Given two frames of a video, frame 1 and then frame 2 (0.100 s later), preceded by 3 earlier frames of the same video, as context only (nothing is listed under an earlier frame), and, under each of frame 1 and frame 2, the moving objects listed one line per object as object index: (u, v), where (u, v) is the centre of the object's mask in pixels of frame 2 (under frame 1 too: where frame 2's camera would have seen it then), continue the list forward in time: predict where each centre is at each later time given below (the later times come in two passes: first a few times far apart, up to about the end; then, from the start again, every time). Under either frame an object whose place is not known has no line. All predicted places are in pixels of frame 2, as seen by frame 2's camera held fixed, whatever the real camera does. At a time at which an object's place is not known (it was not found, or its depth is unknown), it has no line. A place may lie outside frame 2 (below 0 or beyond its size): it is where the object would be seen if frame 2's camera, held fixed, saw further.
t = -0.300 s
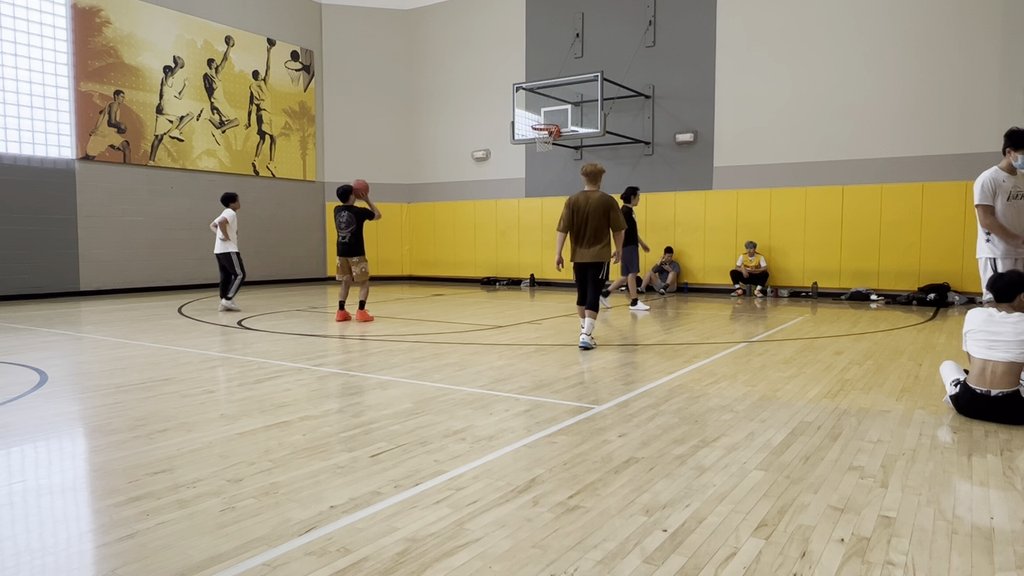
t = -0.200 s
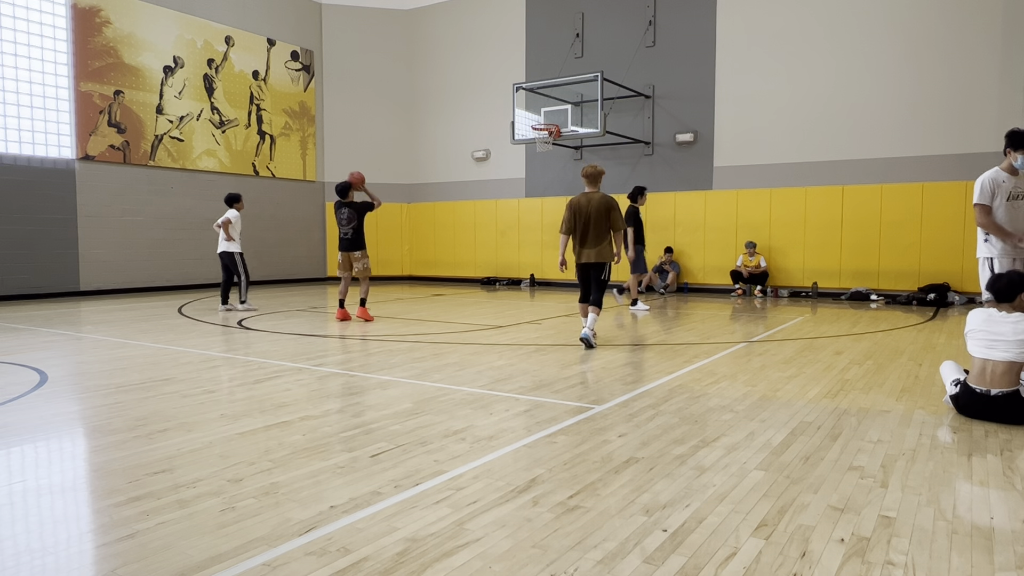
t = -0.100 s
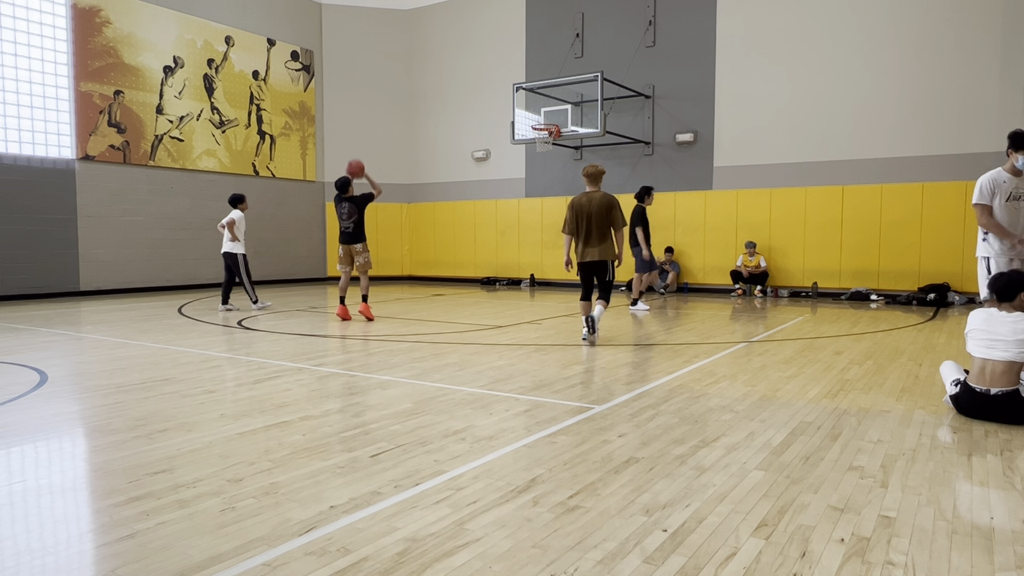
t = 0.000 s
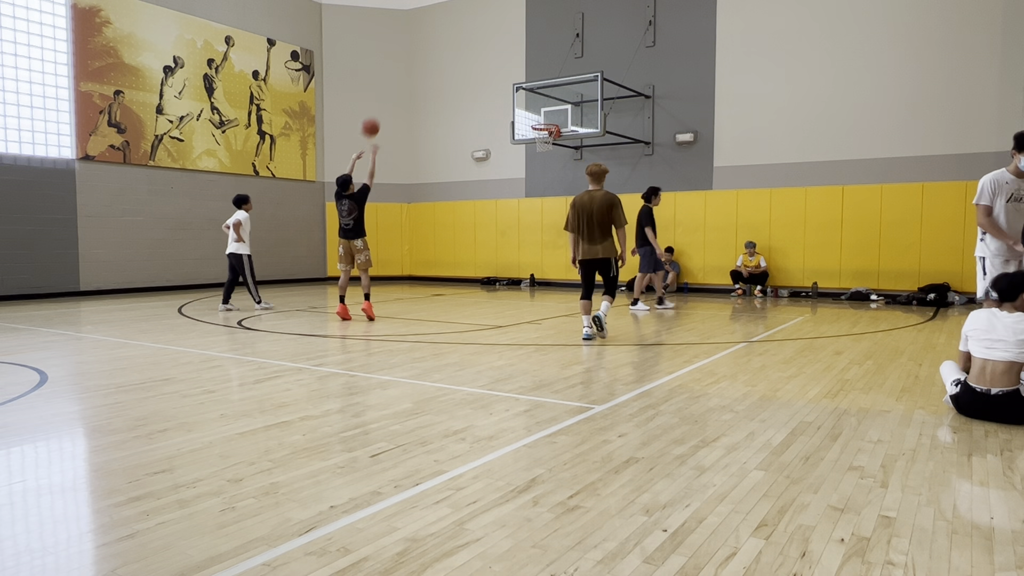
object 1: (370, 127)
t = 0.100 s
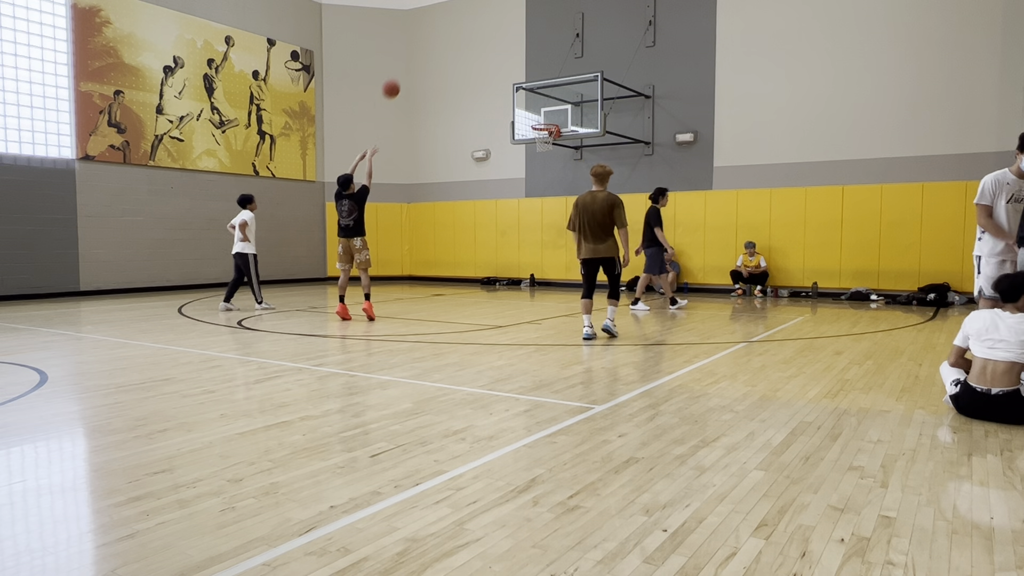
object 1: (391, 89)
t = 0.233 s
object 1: (416, 52)
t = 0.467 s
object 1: (455, 25)
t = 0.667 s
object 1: (484, 32)
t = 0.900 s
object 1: (513, 69)
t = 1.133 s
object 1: (540, 123)
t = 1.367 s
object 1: (556, 111)
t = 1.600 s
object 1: (568, 121)
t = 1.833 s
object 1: (580, 165)
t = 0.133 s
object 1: (398, 78)
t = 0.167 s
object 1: (404, 69)
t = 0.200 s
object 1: (410, 60)
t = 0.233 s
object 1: (416, 52)
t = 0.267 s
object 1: (422, 46)
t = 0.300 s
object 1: (428, 40)
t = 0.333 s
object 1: (434, 36)
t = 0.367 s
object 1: (439, 32)
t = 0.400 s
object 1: (445, 29)
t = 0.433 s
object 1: (450, 26)
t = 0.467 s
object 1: (455, 25)
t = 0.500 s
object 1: (460, 24)
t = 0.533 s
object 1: (465, 25)
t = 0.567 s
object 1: (470, 25)
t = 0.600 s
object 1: (474, 27)
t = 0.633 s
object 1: (479, 29)
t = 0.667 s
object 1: (484, 32)
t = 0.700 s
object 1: (488, 36)
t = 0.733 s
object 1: (492, 40)
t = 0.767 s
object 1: (497, 45)
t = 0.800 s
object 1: (501, 50)
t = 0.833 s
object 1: (505, 56)
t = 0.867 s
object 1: (509, 62)
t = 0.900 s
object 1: (513, 69)
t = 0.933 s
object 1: (517, 77)
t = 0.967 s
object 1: (520, 85)
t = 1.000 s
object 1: (524, 93)
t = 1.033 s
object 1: (528, 102)
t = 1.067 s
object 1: (531, 111)
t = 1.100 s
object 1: (535, 120)
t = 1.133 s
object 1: (540, 123)
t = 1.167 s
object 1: (545, 123)
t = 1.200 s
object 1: (548, 122)
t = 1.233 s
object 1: (550, 119)
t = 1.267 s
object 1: (551, 117)
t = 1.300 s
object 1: (553, 115)
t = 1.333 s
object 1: (554, 113)
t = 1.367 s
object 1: (556, 111)
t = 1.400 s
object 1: (558, 111)
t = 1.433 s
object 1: (559, 111)
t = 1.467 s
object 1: (561, 112)
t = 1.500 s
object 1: (562, 113)
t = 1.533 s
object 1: (564, 115)
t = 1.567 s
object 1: (566, 118)
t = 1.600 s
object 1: (568, 121)
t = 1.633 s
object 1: (570, 126)
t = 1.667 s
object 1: (571, 130)
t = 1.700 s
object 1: (573, 136)
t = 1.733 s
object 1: (575, 142)
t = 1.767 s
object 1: (576, 150)
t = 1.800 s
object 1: (578, 157)
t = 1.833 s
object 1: (580, 165)
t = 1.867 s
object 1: (581, 174)
